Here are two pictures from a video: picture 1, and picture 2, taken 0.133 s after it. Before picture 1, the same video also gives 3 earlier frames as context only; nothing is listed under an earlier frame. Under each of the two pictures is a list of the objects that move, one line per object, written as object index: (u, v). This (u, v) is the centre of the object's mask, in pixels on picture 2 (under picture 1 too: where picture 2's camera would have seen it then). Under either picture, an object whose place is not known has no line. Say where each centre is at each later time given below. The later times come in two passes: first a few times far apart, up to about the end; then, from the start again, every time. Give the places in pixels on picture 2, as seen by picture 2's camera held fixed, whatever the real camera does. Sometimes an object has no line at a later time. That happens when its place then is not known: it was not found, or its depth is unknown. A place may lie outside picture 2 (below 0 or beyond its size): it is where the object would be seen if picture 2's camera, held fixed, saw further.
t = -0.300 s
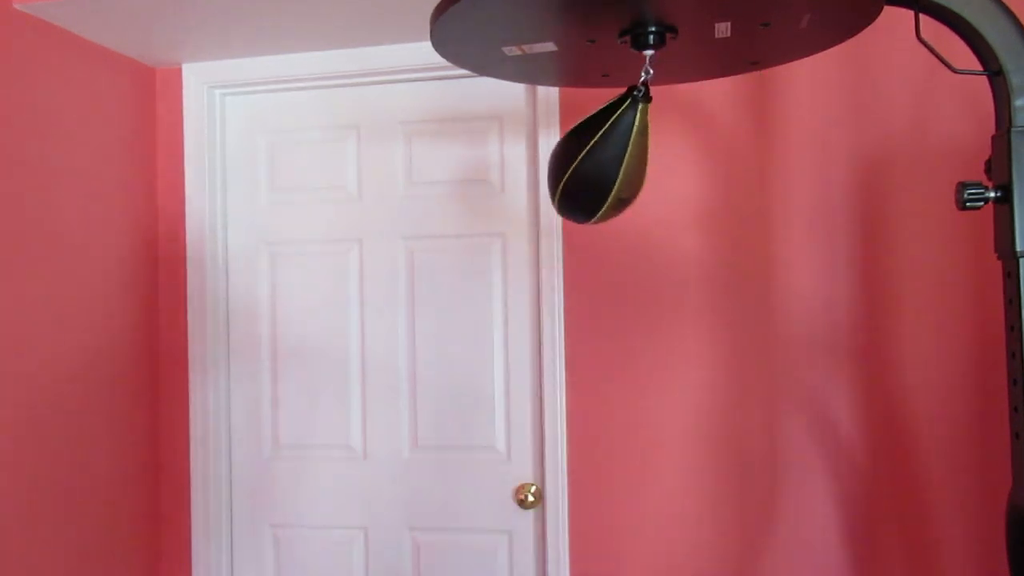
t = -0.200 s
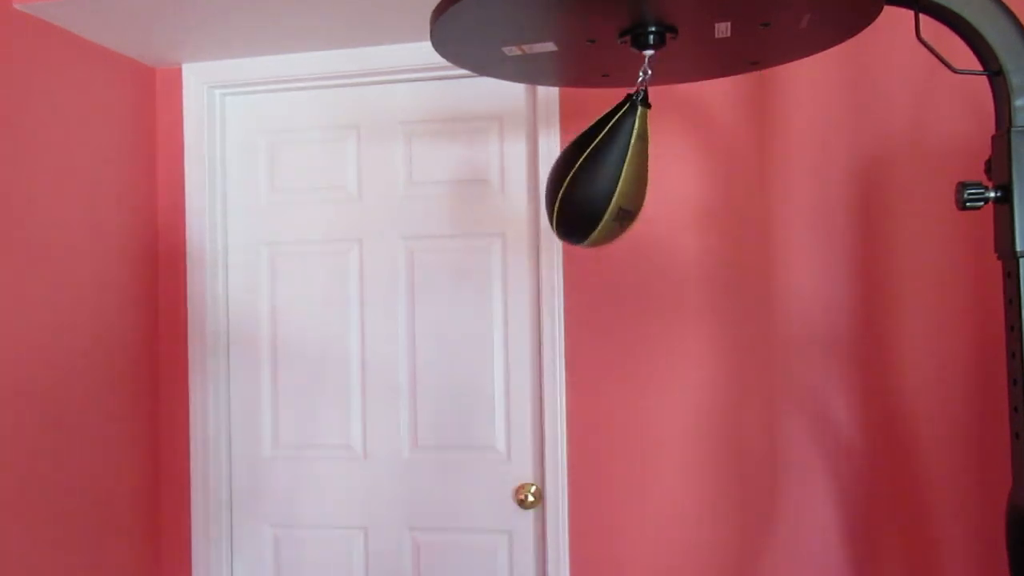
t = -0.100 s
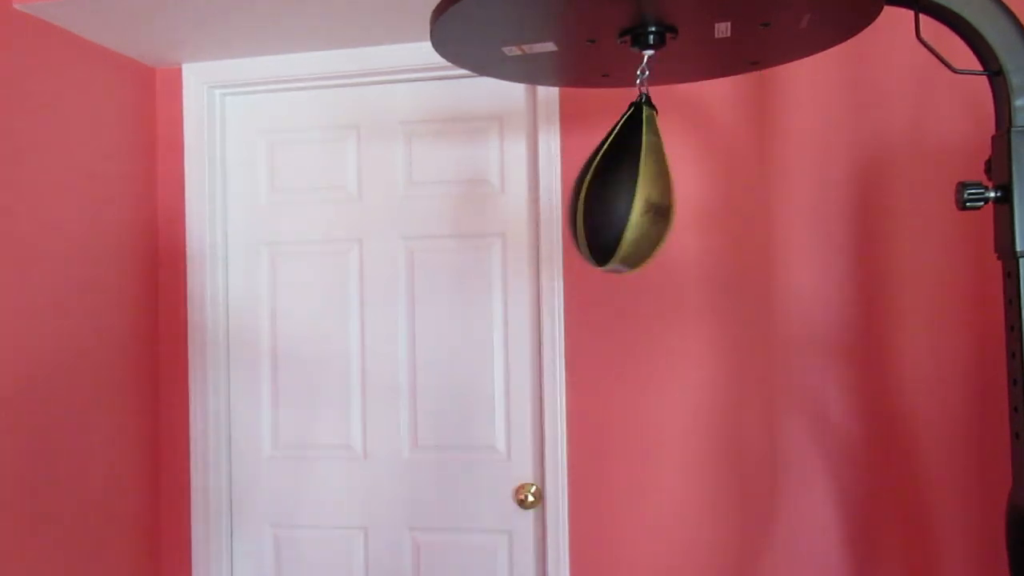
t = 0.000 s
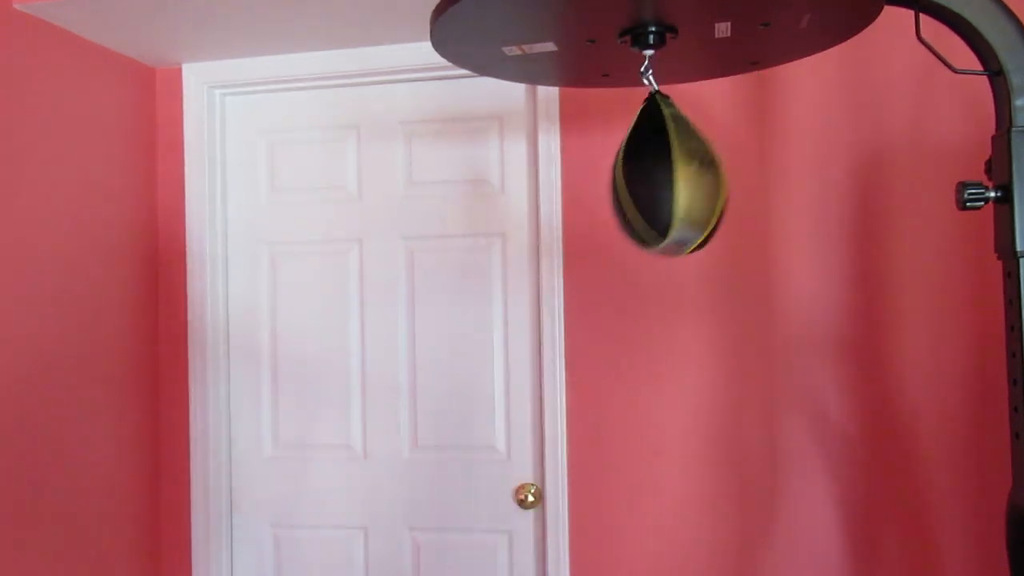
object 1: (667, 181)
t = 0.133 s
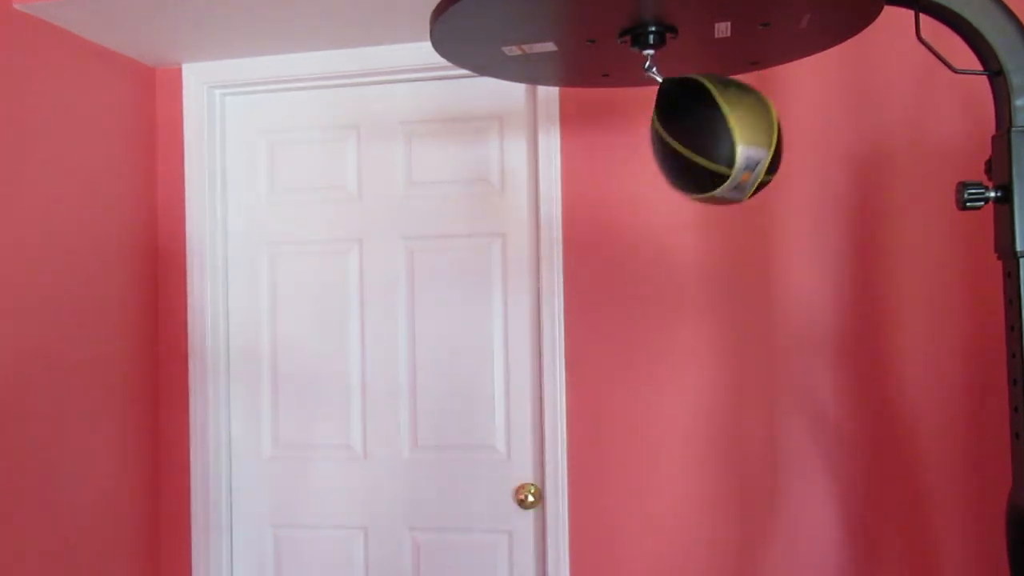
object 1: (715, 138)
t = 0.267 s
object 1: (720, 148)
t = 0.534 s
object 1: (622, 187)
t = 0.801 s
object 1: (606, 183)
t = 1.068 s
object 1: (702, 167)
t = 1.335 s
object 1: (688, 181)
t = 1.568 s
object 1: (610, 185)
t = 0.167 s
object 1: (720, 133)
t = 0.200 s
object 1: (723, 134)
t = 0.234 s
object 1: (723, 139)
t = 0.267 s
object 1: (720, 148)
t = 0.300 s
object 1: (713, 160)
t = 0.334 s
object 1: (703, 173)
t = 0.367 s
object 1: (690, 183)
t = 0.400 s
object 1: (676, 191)
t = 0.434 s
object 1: (661, 195)
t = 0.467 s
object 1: (646, 194)
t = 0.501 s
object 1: (633, 191)
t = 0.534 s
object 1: (622, 187)
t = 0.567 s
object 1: (613, 182)
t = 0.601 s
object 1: (606, 177)
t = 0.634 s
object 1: (601, 173)
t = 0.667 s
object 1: (598, 171)
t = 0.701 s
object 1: (597, 171)
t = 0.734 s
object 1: (598, 173)
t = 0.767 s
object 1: (601, 178)
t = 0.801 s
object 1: (606, 183)
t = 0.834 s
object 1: (613, 189)
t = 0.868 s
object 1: (623, 193)
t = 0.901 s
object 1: (635, 196)
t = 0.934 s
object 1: (649, 195)
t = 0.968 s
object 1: (664, 191)
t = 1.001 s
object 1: (678, 184)
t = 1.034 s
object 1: (691, 176)
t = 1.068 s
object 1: (702, 167)
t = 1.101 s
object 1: (711, 160)
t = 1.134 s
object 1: (716, 154)
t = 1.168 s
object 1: (719, 152)
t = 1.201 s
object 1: (718, 153)
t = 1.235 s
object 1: (715, 157)
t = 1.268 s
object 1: (708, 165)
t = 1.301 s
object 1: (699, 173)
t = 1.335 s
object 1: (688, 181)
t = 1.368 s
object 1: (675, 189)
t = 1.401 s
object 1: (661, 193)
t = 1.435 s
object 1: (648, 196)
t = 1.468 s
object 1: (636, 194)
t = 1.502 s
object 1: (625, 192)
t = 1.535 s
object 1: (616, 189)
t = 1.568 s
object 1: (610, 185)
